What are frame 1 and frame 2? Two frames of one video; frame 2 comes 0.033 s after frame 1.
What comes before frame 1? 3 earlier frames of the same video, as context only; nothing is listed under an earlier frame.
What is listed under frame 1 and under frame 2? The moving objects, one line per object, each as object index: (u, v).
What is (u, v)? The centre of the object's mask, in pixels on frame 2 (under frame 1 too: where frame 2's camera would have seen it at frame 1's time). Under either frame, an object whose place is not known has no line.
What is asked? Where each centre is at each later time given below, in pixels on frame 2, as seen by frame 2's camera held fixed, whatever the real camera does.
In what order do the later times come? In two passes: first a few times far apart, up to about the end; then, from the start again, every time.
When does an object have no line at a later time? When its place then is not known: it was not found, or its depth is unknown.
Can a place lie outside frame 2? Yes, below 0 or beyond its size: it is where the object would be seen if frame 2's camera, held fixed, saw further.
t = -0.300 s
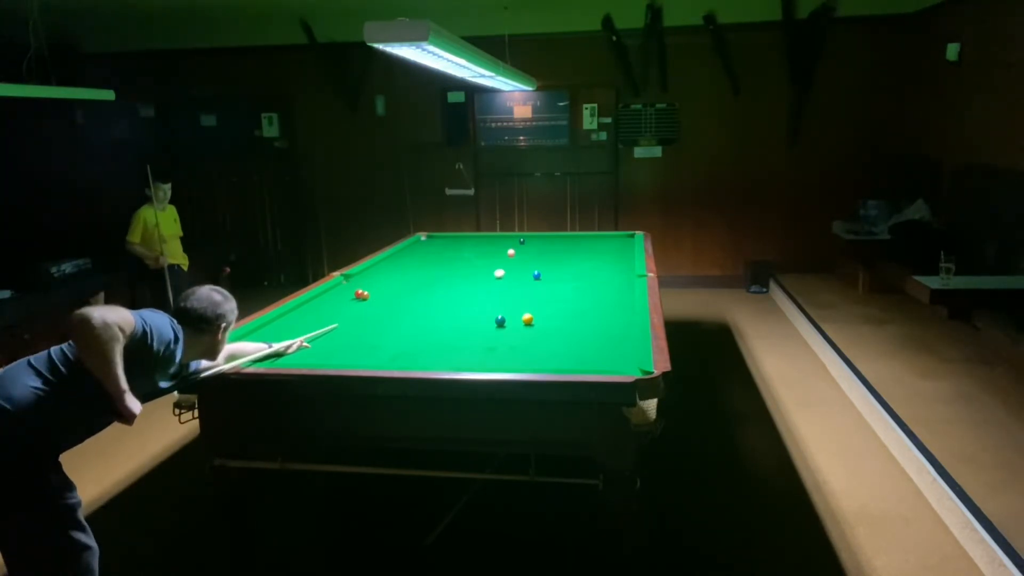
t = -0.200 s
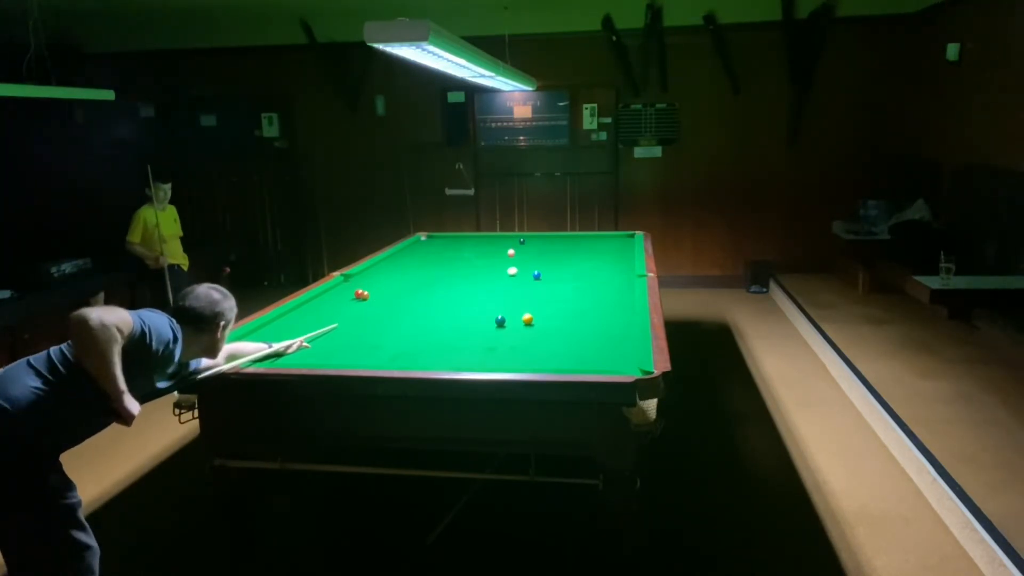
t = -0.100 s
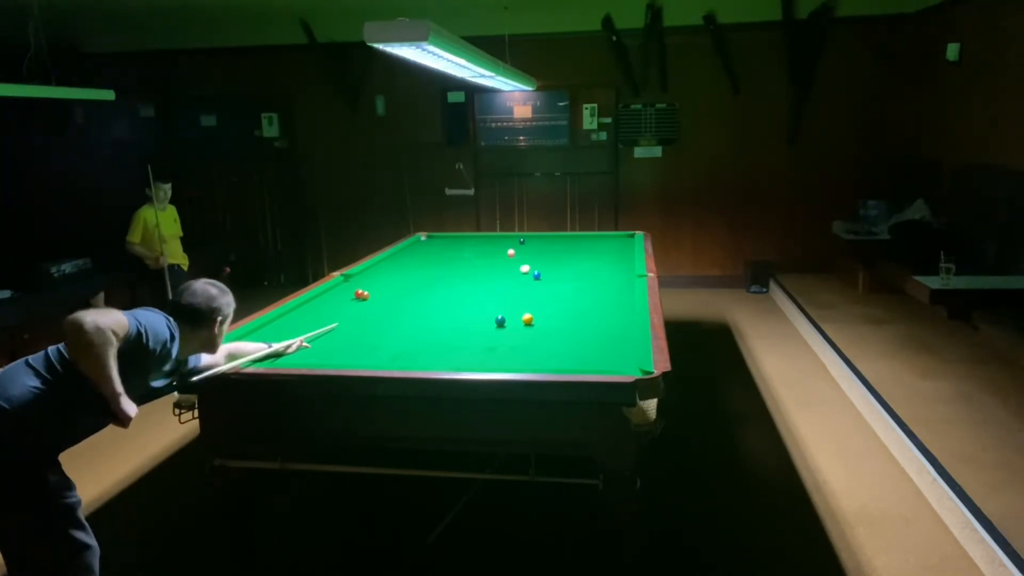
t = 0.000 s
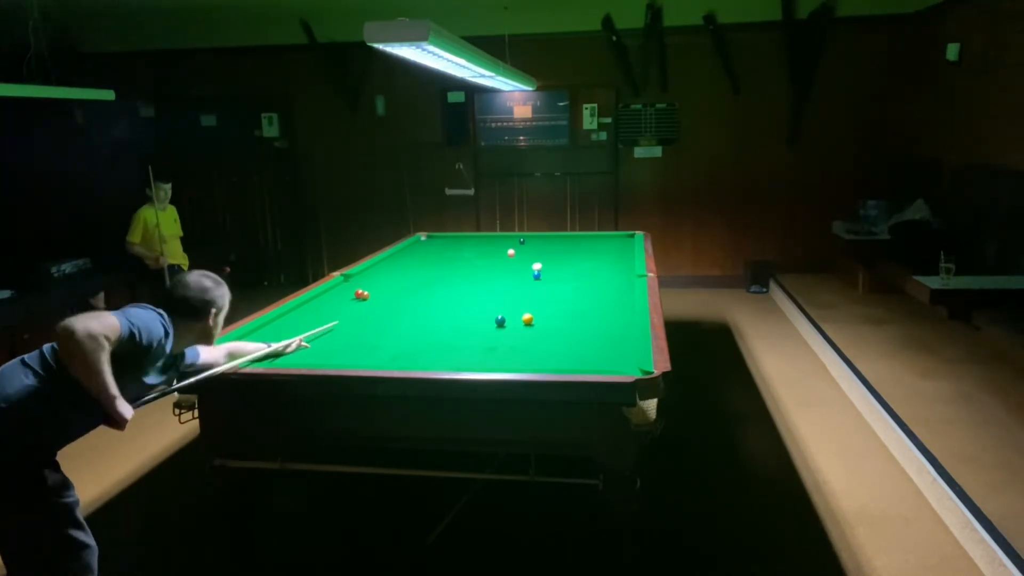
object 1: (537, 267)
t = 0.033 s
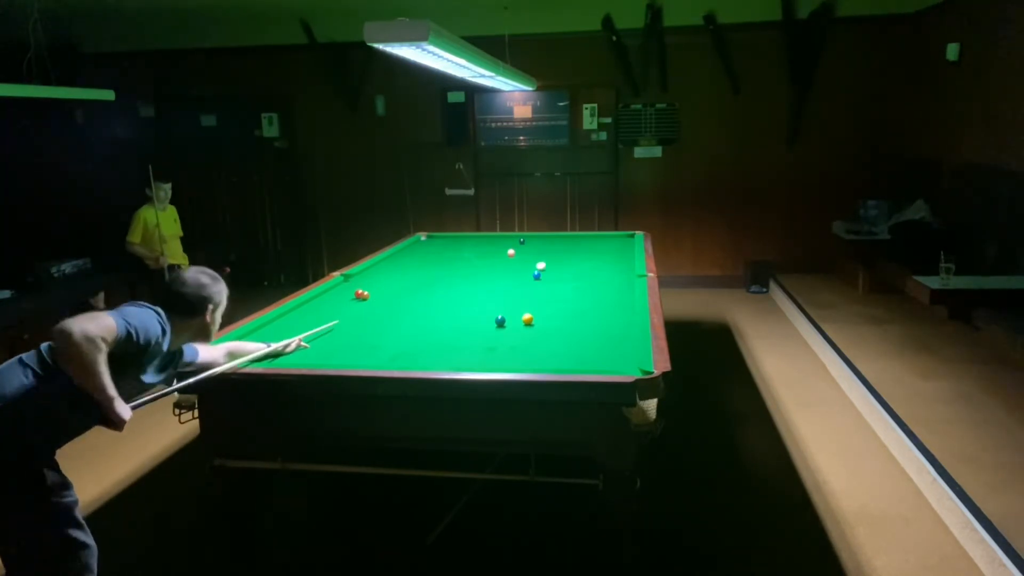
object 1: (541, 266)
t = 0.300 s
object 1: (571, 261)
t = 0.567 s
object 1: (598, 256)
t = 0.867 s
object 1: (627, 250)
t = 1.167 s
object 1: (619, 247)
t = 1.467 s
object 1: (607, 244)
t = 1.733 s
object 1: (598, 242)
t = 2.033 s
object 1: (588, 239)
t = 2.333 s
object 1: (579, 238)
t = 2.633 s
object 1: (571, 236)
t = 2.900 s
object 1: (564, 236)
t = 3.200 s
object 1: (558, 237)
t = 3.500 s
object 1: (552, 238)
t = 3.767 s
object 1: (548, 239)
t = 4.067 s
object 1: (543, 239)
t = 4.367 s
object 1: (539, 240)
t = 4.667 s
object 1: (535, 241)
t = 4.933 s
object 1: (533, 241)
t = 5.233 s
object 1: (531, 242)
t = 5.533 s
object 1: (529, 242)
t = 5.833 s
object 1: (529, 242)
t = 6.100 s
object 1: (529, 242)
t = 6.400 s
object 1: (529, 242)
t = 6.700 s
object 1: (529, 242)
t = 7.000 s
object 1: (529, 242)
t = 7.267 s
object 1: (529, 242)
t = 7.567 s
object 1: (529, 242)
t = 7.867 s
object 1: (529, 242)
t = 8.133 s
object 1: (529, 242)
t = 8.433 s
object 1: (529, 242)
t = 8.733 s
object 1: (529, 242)
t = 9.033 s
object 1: (529, 242)
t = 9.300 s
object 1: (529, 242)
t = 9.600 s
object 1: (529, 242)
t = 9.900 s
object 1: (529, 242)
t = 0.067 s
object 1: (545, 266)
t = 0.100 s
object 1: (549, 265)
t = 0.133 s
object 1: (552, 264)
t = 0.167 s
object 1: (556, 263)
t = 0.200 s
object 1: (560, 263)
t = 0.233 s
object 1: (564, 262)
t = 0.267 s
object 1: (567, 261)
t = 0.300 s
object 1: (571, 261)
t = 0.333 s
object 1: (574, 260)
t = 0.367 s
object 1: (578, 259)
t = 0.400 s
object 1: (581, 259)
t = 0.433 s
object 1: (585, 258)
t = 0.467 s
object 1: (588, 258)
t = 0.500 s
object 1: (592, 257)
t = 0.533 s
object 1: (595, 256)
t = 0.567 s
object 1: (598, 256)
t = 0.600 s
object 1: (602, 255)
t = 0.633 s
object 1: (605, 255)
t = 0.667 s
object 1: (608, 254)
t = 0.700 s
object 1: (611, 253)
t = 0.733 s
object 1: (614, 253)
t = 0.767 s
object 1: (618, 252)
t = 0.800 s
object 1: (620, 252)
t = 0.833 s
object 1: (623, 251)
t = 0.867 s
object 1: (627, 250)
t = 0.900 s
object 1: (630, 250)
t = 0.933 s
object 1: (630, 249)
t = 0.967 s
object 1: (628, 249)
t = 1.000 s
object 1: (626, 249)
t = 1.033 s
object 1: (625, 248)
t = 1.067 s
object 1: (624, 248)
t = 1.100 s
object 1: (622, 248)
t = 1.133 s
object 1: (621, 247)
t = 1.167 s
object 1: (619, 247)
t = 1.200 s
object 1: (618, 247)
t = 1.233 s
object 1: (616, 246)
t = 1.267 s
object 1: (615, 246)
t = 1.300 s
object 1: (614, 246)
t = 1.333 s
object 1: (612, 245)
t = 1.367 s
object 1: (611, 245)
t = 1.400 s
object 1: (610, 245)
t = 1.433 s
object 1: (608, 244)
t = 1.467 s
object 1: (607, 244)
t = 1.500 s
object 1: (606, 244)
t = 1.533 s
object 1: (605, 244)
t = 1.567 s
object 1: (603, 243)
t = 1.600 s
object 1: (602, 243)
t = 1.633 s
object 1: (601, 243)
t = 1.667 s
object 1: (600, 242)
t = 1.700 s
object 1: (599, 242)
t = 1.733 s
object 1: (598, 242)
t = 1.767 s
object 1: (596, 242)
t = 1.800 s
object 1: (595, 241)
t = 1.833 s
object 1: (594, 241)
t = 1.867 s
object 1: (593, 241)
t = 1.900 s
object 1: (592, 240)
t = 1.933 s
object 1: (591, 240)
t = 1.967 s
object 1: (590, 240)
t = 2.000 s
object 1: (589, 240)
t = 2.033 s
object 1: (588, 239)
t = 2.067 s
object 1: (587, 239)
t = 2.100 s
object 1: (586, 239)
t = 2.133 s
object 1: (585, 239)
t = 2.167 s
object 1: (584, 239)
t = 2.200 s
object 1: (583, 238)
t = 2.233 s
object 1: (582, 238)
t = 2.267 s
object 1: (581, 238)
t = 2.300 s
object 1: (580, 238)
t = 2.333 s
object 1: (579, 238)
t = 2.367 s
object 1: (578, 237)
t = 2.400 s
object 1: (577, 237)
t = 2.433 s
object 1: (576, 237)
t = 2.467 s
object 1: (575, 237)
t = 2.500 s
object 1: (574, 236)
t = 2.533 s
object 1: (573, 236)
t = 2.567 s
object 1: (572, 236)
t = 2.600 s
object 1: (571, 236)
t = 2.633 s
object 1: (571, 236)
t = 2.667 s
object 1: (570, 235)
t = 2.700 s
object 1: (569, 235)
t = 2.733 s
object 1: (568, 235)
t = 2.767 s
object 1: (567, 235)
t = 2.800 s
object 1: (567, 235)
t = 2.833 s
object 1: (566, 235)
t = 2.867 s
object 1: (565, 235)
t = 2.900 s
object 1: (564, 236)
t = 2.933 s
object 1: (564, 236)
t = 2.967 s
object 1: (563, 236)
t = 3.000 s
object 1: (562, 236)
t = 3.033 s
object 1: (562, 236)
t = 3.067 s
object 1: (561, 236)
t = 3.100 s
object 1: (560, 236)
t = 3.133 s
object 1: (559, 236)
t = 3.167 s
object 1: (559, 237)
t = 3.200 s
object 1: (558, 237)
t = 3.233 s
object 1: (557, 237)
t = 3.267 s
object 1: (557, 237)
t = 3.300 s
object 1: (556, 237)
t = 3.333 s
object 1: (555, 237)
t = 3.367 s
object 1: (555, 237)
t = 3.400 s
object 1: (554, 237)
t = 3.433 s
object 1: (554, 237)
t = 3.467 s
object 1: (553, 238)
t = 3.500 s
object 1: (552, 238)
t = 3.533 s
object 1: (552, 238)
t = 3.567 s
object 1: (551, 238)
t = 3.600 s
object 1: (551, 238)
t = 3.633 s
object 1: (550, 238)
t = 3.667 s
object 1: (549, 238)
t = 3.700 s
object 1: (549, 238)
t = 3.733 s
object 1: (548, 238)
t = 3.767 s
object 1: (548, 239)
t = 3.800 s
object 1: (547, 239)
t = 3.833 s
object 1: (546, 239)
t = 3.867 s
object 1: (546, 239)
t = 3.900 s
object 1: (545, 239)
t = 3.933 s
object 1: (545, 239)
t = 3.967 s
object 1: (544, 239)
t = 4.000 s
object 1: (544, 239)
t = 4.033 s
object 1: (543, 239)
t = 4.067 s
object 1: (543, 239)
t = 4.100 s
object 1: (542, 240)
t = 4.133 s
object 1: (542, 240)
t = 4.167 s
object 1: (541, 240)
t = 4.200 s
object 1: (541, 240)
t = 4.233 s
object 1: (540, 240)
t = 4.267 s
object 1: (540, 240)
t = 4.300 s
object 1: (540, 240)
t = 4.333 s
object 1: (539, 240)
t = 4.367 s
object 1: (539, 240)
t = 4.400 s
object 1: (538, 240)
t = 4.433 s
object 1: (538, 240)
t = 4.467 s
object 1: (538, 240)
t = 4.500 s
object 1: (537, 240)
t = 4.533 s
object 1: (537, 240)
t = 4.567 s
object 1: (536, 241)
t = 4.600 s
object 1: (536, 241)
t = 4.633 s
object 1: (536, 241)
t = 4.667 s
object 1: (535, 241)
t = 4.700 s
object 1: (535, 241)
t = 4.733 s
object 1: (535, 241)
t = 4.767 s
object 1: (534, 241)
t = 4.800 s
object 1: (534, 241)
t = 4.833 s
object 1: (534, 241)
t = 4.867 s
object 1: (533, 241)
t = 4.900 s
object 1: (533, 241)
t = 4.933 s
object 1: (533, 241)
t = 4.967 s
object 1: (533, 241)
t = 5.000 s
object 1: (533, 241)
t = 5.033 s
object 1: (532, 241)
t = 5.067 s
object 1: (532, 241)
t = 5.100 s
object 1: (532, 241)
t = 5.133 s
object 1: (532, 241)
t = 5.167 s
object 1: (531, 241)
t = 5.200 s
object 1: (531, 241)
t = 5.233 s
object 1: (531, 242)
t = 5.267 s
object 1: (531, 242)
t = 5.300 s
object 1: (530, 242)
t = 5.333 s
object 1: (530, 242)
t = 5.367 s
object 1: (530, 242)
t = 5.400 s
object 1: (530, 242)
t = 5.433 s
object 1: (530, 242)
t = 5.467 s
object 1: (529, 242)
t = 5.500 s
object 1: (529, 242)
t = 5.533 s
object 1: (529, 242)
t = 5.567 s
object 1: (529, 242)
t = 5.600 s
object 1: (529, 242)
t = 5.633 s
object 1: (529, 242)
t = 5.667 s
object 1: (529, 242)
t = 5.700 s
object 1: (529, 242)
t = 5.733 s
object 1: (529, 242)
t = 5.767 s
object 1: (529, 242)
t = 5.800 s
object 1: (529, 242)
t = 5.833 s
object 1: (529, 242)
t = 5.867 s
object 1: (529, 242)
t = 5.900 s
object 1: (529, 242)
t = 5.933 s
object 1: (529, 242)
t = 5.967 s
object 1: (529, 242)
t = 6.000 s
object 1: (529, 242)
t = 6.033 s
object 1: (529, 242)
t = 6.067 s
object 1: (529, 242)
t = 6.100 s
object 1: (529, 242)
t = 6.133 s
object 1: (529, 242)
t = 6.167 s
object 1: (529, 242)
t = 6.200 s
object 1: (529, 242)
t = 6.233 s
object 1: (529, 242)
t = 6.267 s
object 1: (529, 242)
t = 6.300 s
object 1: (529, 242)
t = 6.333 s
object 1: (529, 242)
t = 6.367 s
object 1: (529, 242)
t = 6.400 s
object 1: (529, 242)
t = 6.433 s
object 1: (529, 242)
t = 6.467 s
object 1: (529, 242)
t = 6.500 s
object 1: (529, 242)
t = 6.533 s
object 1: (529, 242)
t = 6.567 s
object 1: (529, 242)
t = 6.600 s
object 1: (529, 242)
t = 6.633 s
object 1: (529, 242)
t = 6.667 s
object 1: (529, 242)
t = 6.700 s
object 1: (529, 242)
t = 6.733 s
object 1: (529, 242)
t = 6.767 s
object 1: (529, 242)
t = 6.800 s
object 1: (529, 242)
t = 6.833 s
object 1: (529, 242)
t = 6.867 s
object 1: (529, 242)
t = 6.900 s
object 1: (529, 242)
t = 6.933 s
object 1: (529, 242)
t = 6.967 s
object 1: (529, 242)
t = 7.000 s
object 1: (529, 242)
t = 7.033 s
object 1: (529, 242)
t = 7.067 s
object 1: (529, 242)
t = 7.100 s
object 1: (529, 242)
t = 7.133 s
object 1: (529, 242)
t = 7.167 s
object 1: (529, 242)
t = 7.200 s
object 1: (529, 242)
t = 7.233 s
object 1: (529, 242)
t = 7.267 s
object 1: (529, 242)
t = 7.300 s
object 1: (529, 242)
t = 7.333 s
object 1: (529, 242)
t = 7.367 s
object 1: (529, 242)
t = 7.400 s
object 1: (529, 242)
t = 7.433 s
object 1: (529, 242)
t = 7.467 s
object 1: (529, 242)
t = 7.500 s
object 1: (529, 242)
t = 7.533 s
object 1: (529, 242)
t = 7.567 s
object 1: (529, 242)
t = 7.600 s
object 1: (529, 242)
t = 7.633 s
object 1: (529, 242)
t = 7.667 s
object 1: (529, 242)
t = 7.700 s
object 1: (529, 242)
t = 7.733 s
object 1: (529, 242)
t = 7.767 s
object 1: (529, 242)
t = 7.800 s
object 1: (529, 242)
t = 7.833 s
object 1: (529, 242)
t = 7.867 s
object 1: (529, 242)
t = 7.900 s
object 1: (529, 242)
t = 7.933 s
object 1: (529, 242)
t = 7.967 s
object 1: (529, 242)
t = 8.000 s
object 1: (529, 242)
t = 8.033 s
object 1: (529, 242)
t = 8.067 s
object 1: (529, 242)
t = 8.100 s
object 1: (529, 242)
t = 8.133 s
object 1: (529, 242)
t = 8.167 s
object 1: (529, 242)
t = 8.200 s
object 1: (529, 242)
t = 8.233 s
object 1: (529, 242)
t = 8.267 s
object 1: (529, 242)
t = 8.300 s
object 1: (529, 242)
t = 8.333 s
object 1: (529, 242)
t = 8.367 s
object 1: (529, 242)
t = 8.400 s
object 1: (529, 242)
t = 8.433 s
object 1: (529, 242)
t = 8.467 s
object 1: (529, 242)
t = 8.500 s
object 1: (529, 242)
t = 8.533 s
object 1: (529, 242)
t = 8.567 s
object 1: (529, 242)
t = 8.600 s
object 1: (529, 242)
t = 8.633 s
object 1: (529, 242)
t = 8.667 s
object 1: (529, 242)
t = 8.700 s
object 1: (529, 242)
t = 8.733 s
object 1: (529, 242)
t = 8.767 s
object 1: (529, 242)
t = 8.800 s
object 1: (529, 242)
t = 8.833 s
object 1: (529, 242)
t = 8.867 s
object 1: (529, 242)
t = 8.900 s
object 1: (529, 242)
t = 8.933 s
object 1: (529, 242)
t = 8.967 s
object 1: (529, 242)
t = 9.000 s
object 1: (529, 242)
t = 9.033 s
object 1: (529, 242)
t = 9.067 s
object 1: (529, 242)
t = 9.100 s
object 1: (529, 242)
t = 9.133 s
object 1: (529, 242)
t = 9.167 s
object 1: (529, 242)
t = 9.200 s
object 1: (529, 242)
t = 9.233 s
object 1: (529, 242)
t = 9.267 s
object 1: (529, 242)
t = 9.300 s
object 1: (529, 242)
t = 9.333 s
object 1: (529, 242)
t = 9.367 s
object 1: (529, 242)
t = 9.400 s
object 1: (529, 242)
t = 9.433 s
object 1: (529, 242)
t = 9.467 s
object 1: (529, 242)
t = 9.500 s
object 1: (529, 242)
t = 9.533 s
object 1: (529, 242)
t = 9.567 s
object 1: (529, 242)
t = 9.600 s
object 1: (529, 242)
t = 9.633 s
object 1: (529, 242)
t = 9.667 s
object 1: (529, 242)
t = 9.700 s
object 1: (529, 242)
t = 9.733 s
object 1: (529, 242)
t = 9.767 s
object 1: (529, 242)
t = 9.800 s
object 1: (529, 242)
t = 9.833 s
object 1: (529, 242)
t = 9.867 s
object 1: (529, 242)
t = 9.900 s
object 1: (529, 242)
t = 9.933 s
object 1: (529, 242)
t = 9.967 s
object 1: (529, 242)
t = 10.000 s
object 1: (529, 242)
